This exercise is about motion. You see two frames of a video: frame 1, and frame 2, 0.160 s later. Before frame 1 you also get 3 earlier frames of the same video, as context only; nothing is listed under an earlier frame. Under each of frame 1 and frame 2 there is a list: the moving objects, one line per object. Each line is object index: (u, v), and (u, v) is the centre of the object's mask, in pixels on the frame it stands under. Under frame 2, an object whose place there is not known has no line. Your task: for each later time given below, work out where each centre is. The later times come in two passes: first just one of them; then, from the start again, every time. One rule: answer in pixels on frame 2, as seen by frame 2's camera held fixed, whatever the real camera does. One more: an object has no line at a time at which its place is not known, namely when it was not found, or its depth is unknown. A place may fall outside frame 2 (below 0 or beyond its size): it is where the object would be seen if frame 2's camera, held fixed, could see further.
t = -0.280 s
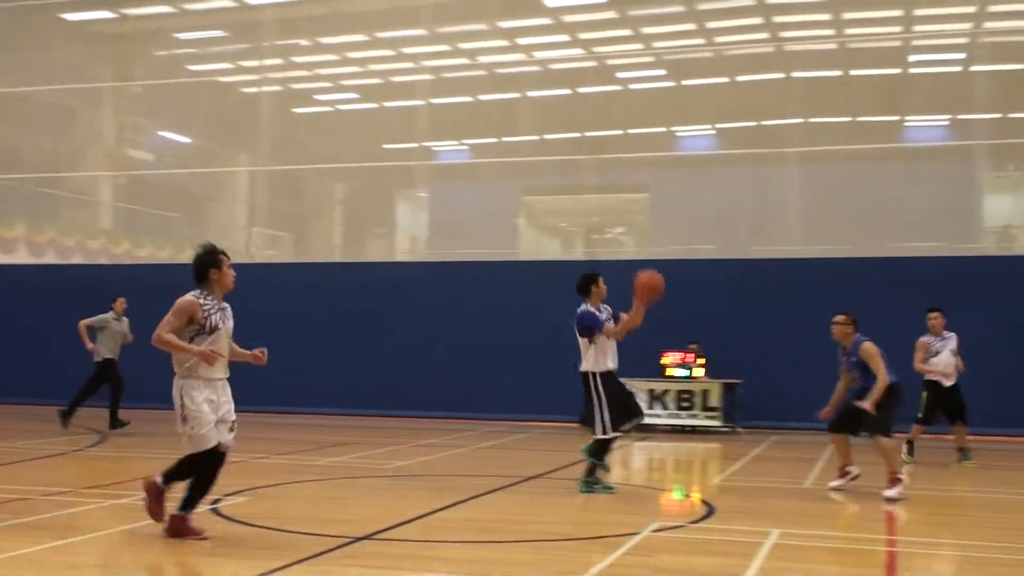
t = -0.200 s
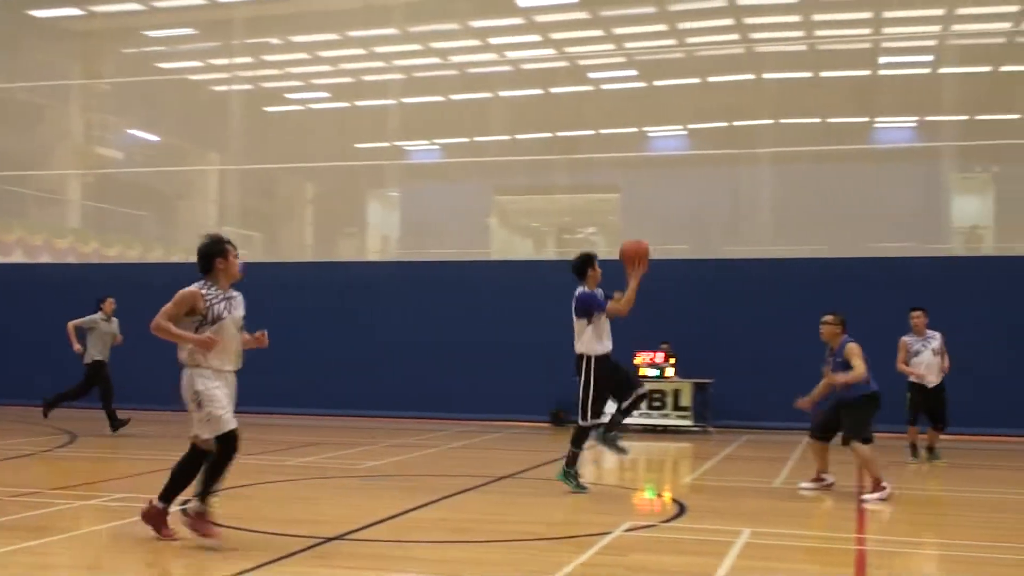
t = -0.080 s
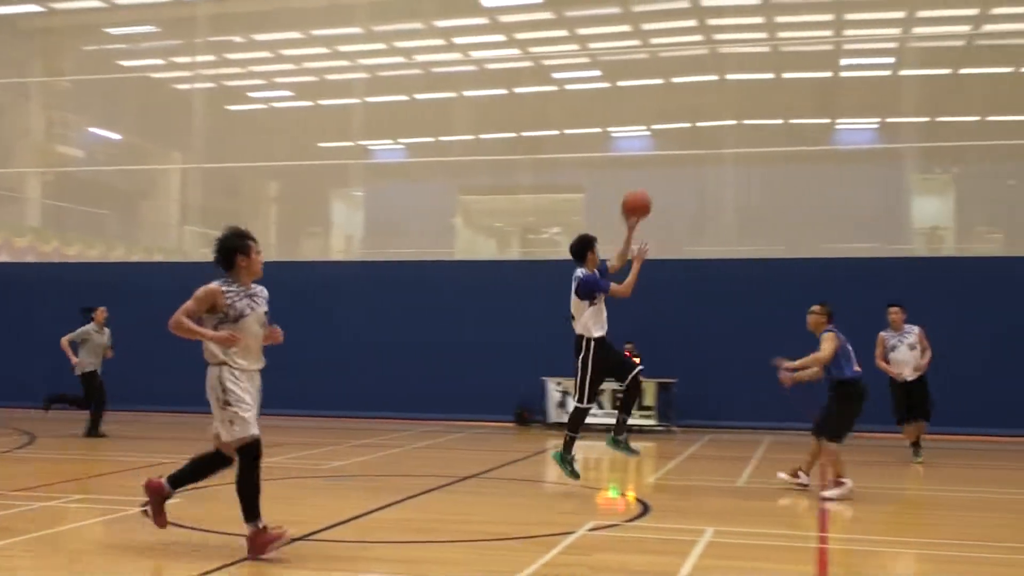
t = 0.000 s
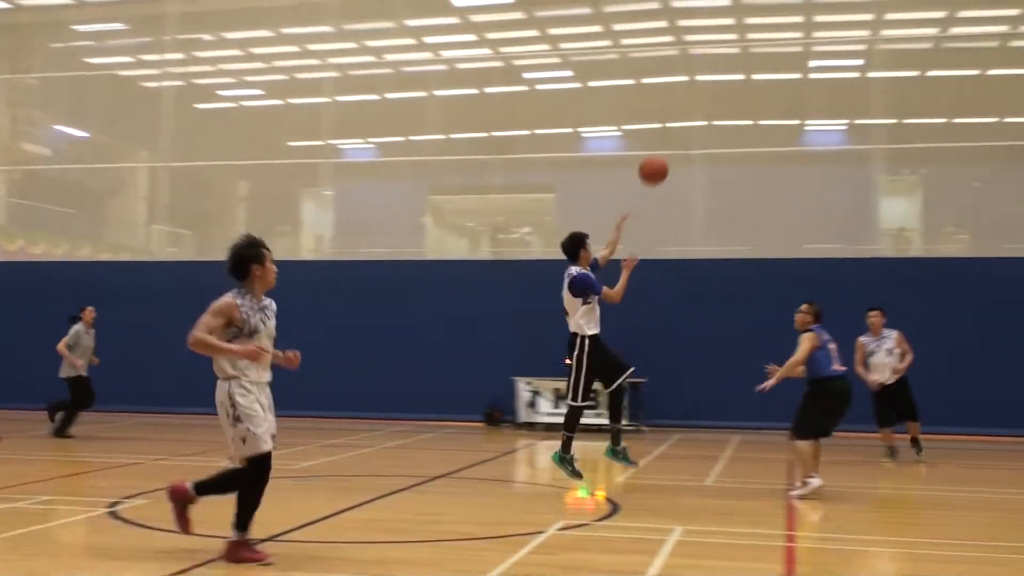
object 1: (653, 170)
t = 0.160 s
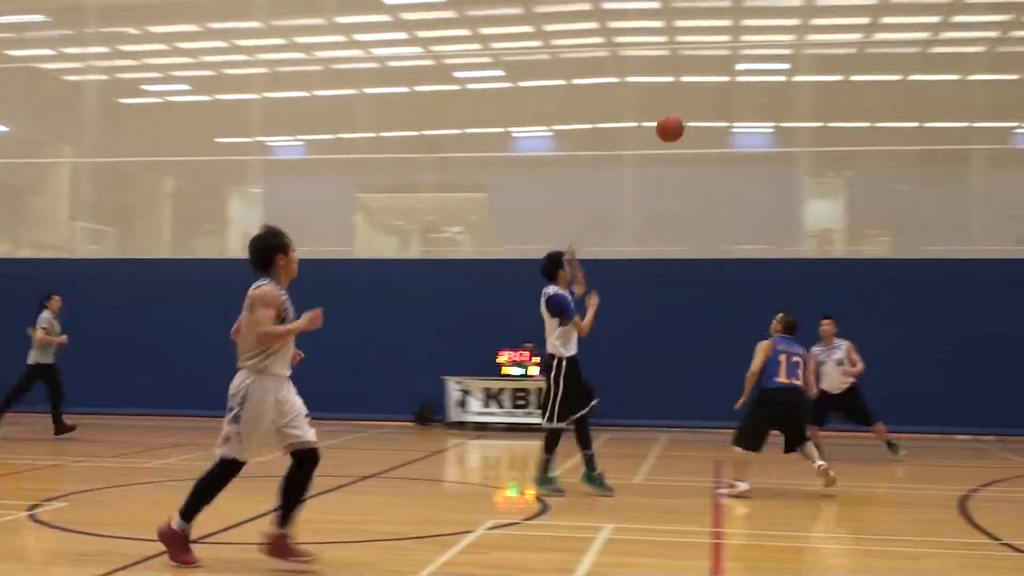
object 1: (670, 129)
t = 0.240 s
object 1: (711, 119)
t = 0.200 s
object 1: (690, 123)
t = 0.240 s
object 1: (711, 119)
